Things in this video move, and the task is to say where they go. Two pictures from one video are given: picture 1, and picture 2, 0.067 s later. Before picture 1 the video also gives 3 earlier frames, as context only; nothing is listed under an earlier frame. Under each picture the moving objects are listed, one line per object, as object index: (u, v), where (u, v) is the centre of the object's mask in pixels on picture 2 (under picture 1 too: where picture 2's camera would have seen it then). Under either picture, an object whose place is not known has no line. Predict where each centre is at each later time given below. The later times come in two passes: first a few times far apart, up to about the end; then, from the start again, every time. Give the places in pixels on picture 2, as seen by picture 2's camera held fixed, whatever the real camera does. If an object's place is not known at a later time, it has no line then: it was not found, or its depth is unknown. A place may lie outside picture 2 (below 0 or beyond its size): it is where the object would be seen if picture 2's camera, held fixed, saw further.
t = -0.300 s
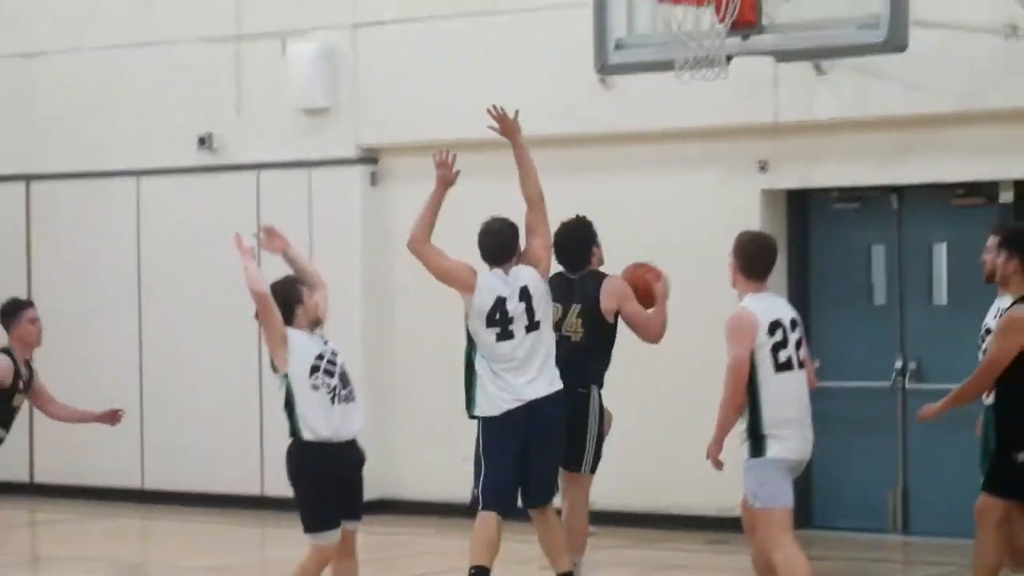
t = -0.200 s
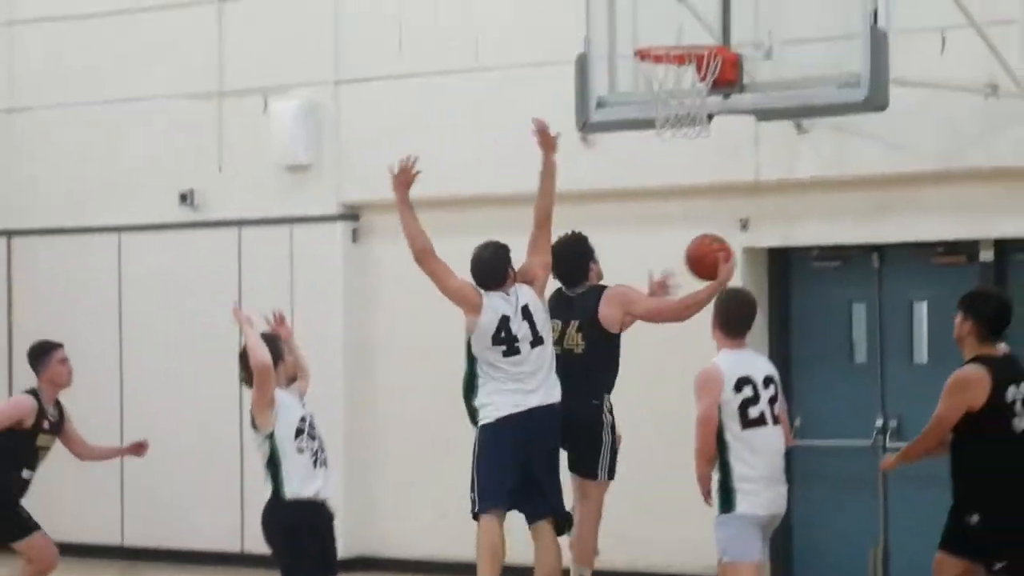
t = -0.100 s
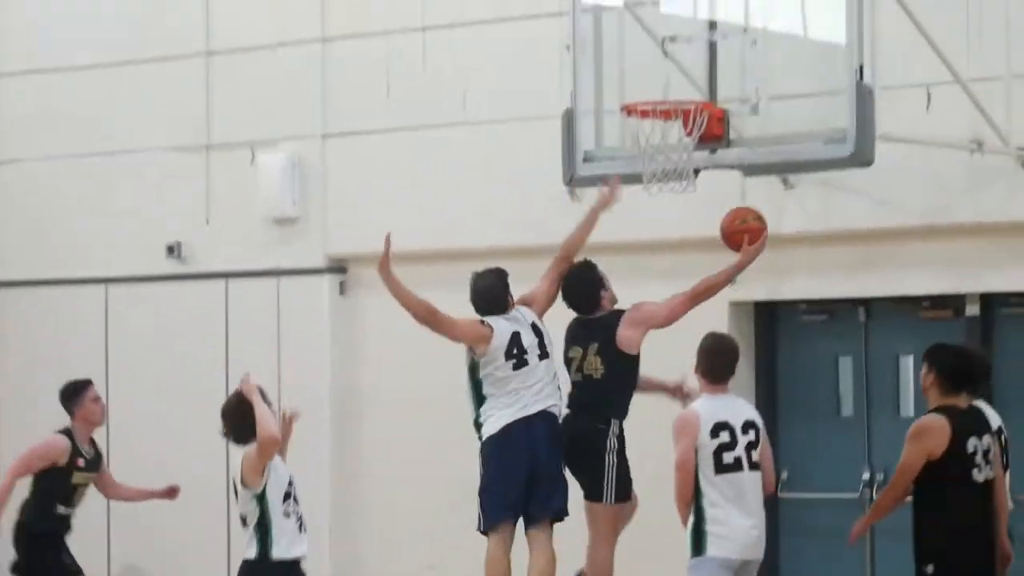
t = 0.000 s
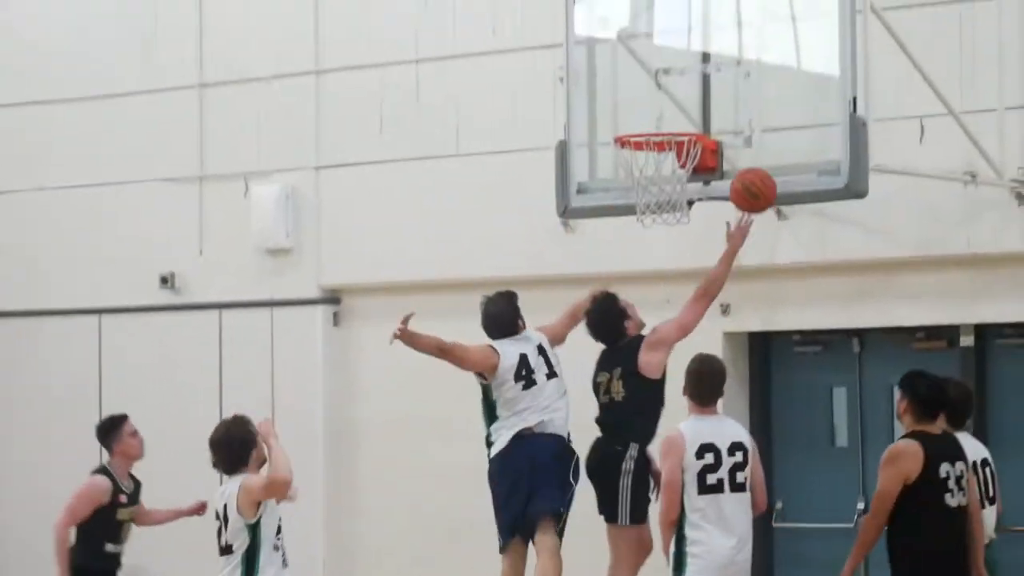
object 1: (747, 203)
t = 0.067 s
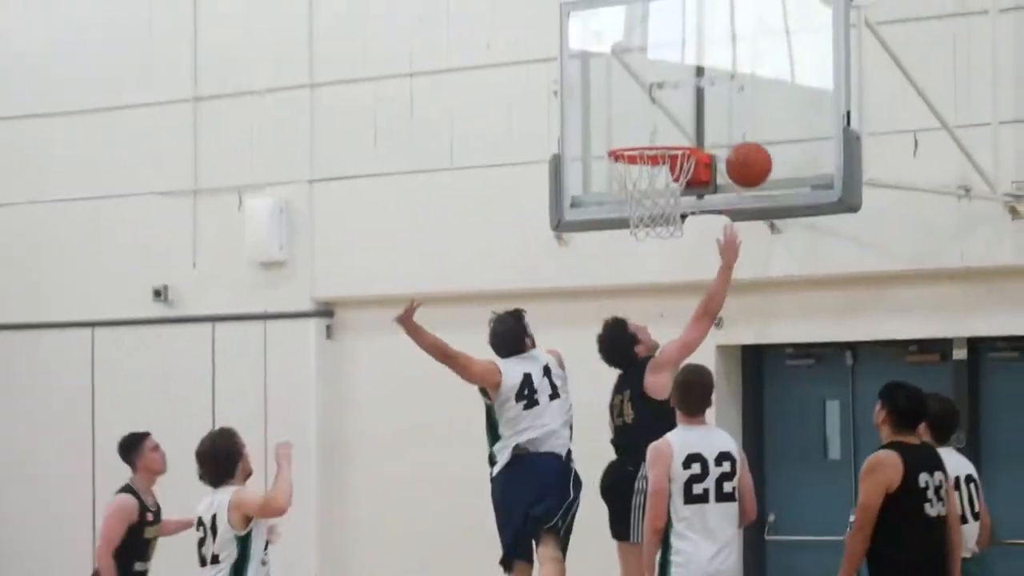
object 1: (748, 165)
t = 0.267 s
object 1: (716, 106)
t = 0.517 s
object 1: (648, 129)
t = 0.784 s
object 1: (640, 190)
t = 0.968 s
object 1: (649, 224)
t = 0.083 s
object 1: (749, 156)
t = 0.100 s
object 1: (750, 148)
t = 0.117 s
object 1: (751, 141)
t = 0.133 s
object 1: (751, 135)
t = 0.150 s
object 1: (751, 129)
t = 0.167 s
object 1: (748, 124)
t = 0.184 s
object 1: (742, 119)
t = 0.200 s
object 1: (737, 116)
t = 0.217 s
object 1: (732, 113)
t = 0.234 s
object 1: (727, 111)
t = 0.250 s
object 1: (721, 108)
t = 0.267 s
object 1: (716, 106)
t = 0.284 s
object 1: (710, 106)
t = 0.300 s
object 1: (706, 105)
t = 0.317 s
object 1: (700, 106)
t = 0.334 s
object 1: (695, 106)
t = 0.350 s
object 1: (688, 108)
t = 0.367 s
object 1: (683, 110)
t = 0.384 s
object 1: (678, 112)
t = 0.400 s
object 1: (673, 115)
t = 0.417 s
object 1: (668, 118)
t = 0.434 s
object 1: (662, 122)
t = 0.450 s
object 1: (657, 125)
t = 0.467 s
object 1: (652, 129)
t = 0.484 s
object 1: (650, 130)
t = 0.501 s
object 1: (649, 129)
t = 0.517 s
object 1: (648, 129)
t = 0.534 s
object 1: (647, 131)
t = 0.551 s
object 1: (646, 132)
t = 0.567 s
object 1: (646, 134)
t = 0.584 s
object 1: (645, 135)
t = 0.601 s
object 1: (644, 136)
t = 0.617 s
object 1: (643, 151)
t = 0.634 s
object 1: (642, 156)
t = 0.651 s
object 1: (642, 161)
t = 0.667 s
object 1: (641, 168)
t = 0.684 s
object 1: (640, 173)
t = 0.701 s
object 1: (640, 176)
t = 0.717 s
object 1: (641, 180)
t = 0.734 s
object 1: (640, 184)
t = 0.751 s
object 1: (640, 185)
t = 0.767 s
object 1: (640, 188)
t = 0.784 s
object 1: (640, 190)
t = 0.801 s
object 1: (640, 192)
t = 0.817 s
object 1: (641, 195)
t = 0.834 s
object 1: (642, 198)
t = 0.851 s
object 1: (642, 200)
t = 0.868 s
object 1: (644, 203)
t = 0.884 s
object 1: (644, 205)
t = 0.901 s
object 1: (644, 208)
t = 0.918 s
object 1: (645, 211)
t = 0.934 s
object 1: (647, 214)
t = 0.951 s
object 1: (647, 219)
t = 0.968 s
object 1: (649, 224)
